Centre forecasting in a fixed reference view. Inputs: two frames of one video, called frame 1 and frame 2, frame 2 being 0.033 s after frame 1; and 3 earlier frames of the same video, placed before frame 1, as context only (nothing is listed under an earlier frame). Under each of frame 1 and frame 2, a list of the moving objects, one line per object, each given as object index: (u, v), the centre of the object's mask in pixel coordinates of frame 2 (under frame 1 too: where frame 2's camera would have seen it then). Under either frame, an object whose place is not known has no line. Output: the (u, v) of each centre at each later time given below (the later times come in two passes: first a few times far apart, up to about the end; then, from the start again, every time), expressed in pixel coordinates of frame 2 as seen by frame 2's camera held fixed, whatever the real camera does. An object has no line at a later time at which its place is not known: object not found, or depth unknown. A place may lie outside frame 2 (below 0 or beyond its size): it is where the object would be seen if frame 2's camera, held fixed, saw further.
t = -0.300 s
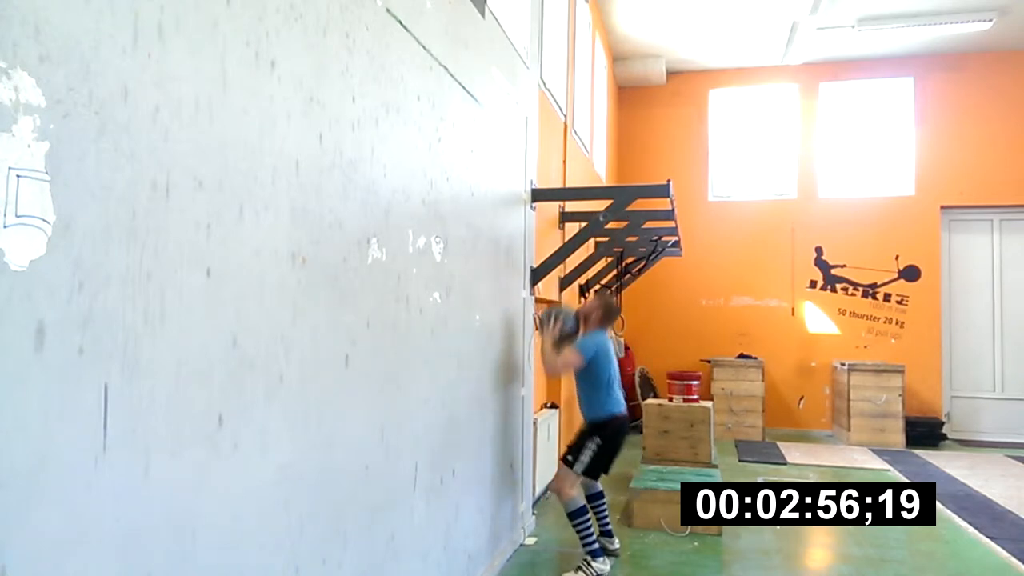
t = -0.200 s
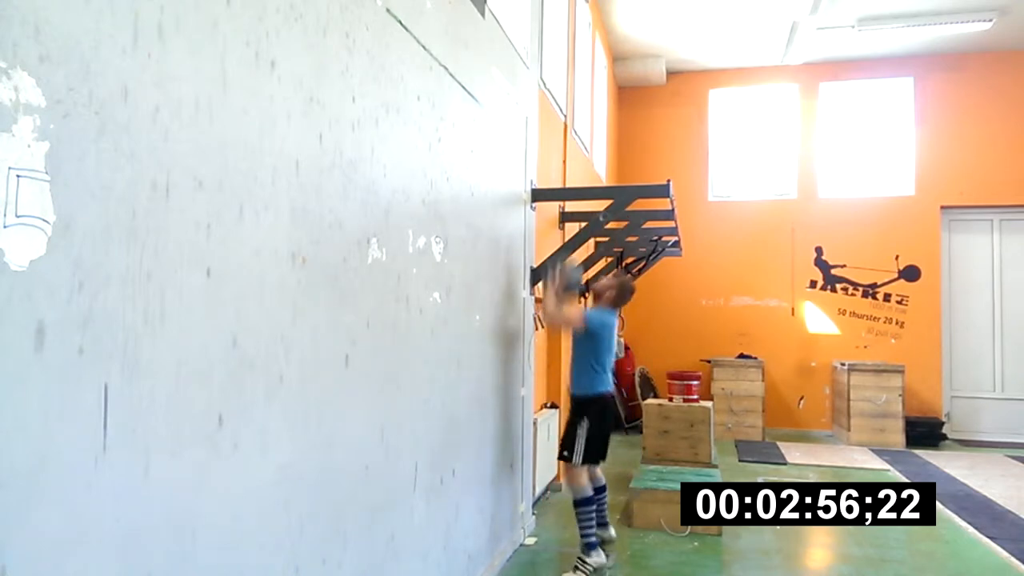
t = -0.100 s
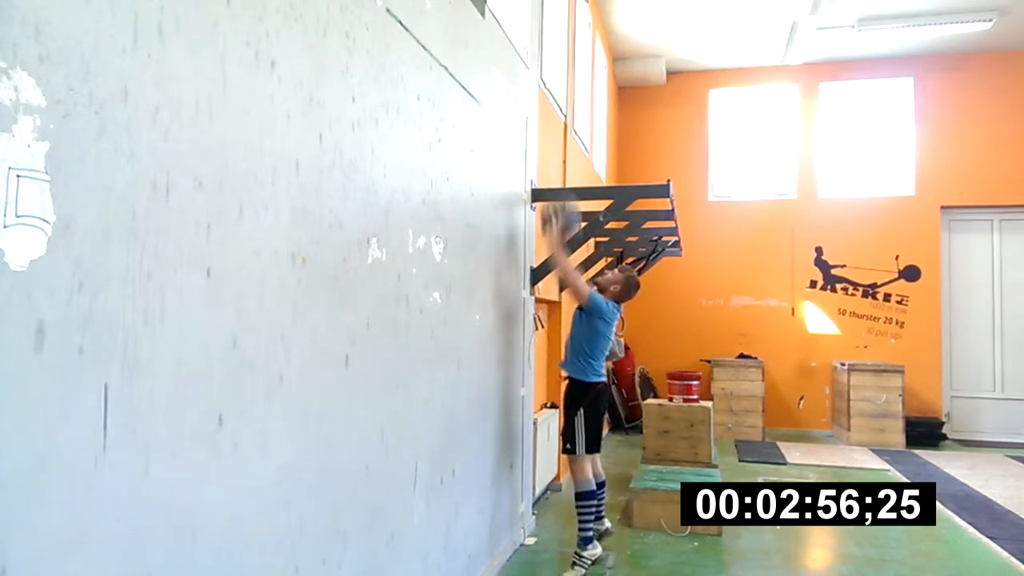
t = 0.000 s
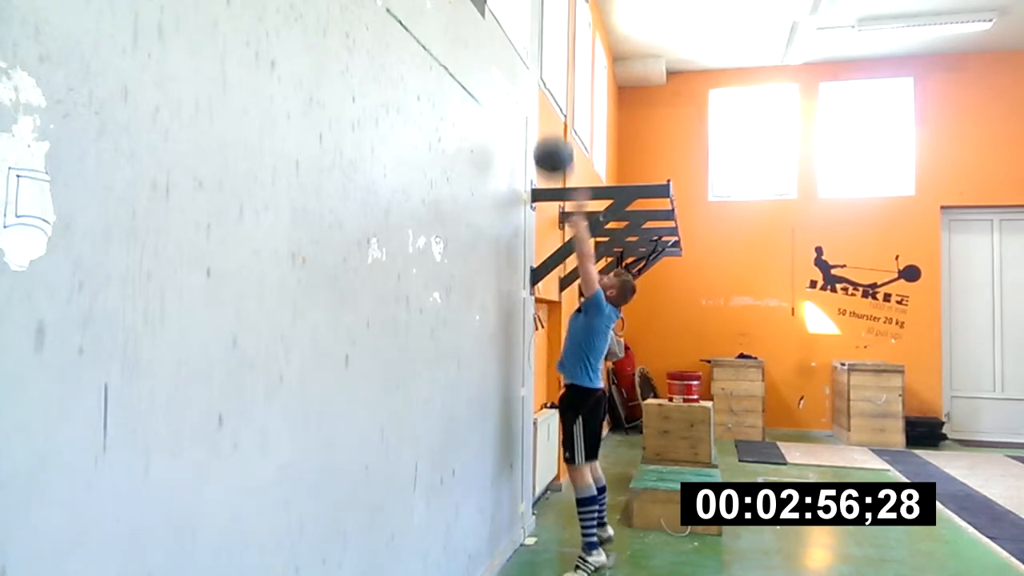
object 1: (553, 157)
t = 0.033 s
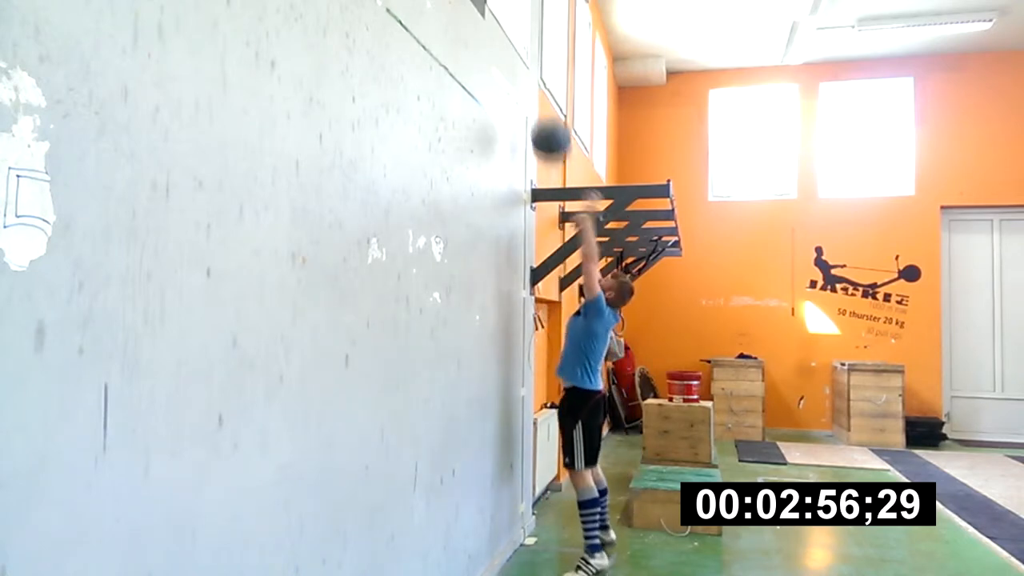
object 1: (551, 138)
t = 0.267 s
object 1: (535, 70)
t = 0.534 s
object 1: (551, 107)
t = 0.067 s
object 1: (548, 124)
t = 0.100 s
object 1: (546, 109)
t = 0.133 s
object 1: (544, 98)
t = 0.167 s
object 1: (541, 88)
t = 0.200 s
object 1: (539, 81)
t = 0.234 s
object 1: (537, 75)
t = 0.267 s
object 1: (535, 70)
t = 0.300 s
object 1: (537, 69)
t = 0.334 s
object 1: (539, 69)
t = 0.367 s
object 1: (541, 71)
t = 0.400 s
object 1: (543, 74)
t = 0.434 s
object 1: (545, 80)
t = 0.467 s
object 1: (546, 86)
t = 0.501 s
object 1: (549, 95)
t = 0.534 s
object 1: (551, 107)
